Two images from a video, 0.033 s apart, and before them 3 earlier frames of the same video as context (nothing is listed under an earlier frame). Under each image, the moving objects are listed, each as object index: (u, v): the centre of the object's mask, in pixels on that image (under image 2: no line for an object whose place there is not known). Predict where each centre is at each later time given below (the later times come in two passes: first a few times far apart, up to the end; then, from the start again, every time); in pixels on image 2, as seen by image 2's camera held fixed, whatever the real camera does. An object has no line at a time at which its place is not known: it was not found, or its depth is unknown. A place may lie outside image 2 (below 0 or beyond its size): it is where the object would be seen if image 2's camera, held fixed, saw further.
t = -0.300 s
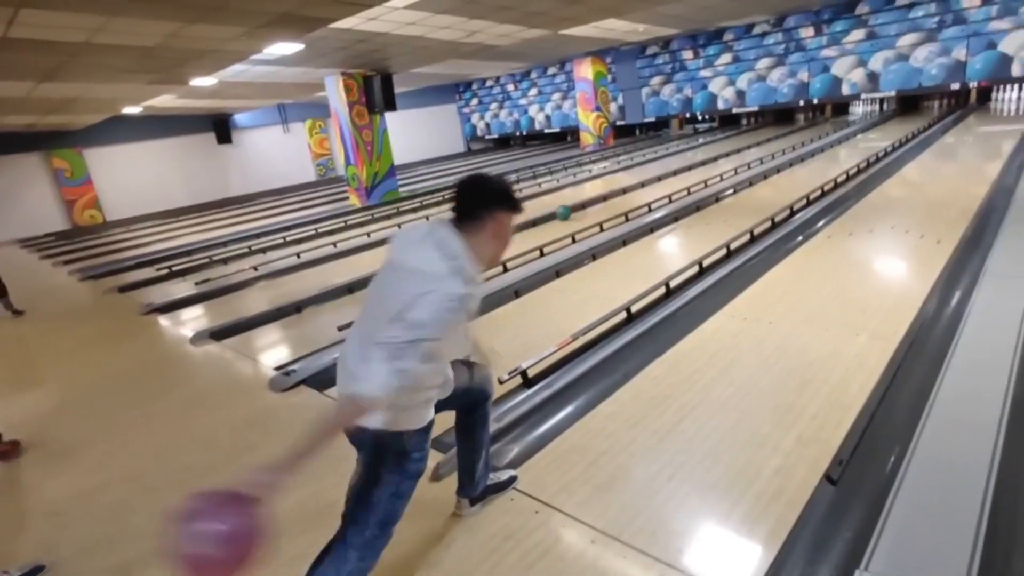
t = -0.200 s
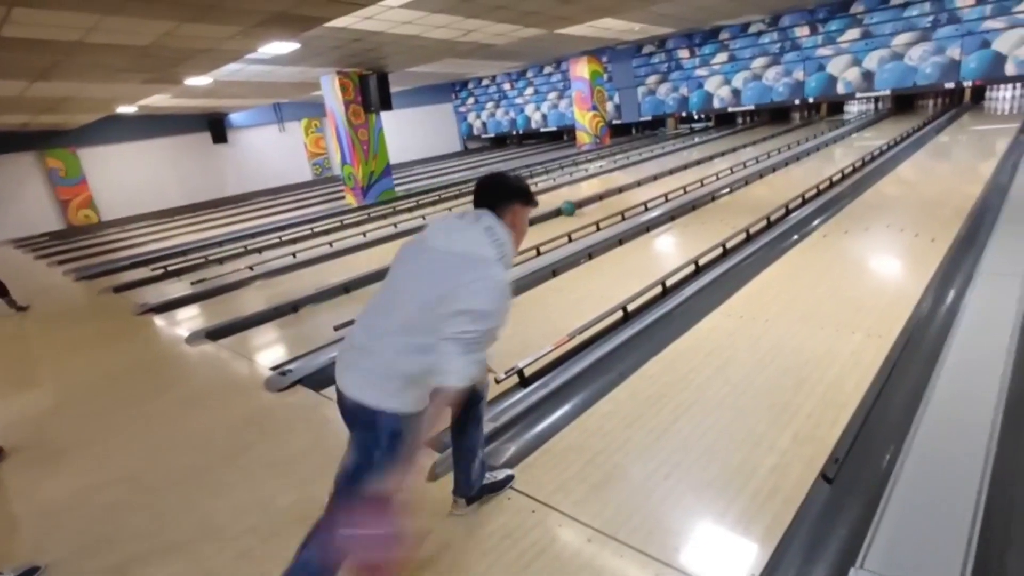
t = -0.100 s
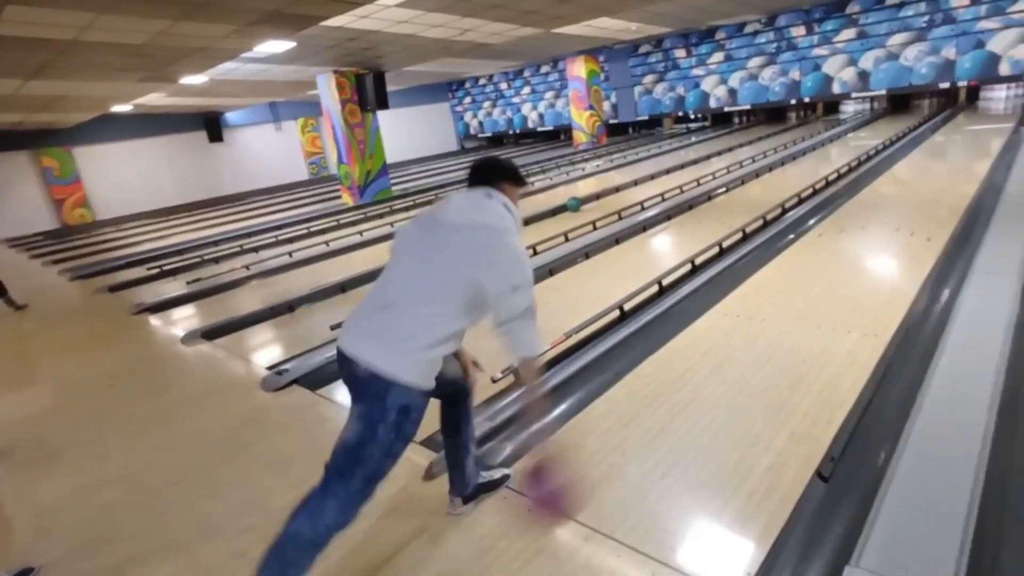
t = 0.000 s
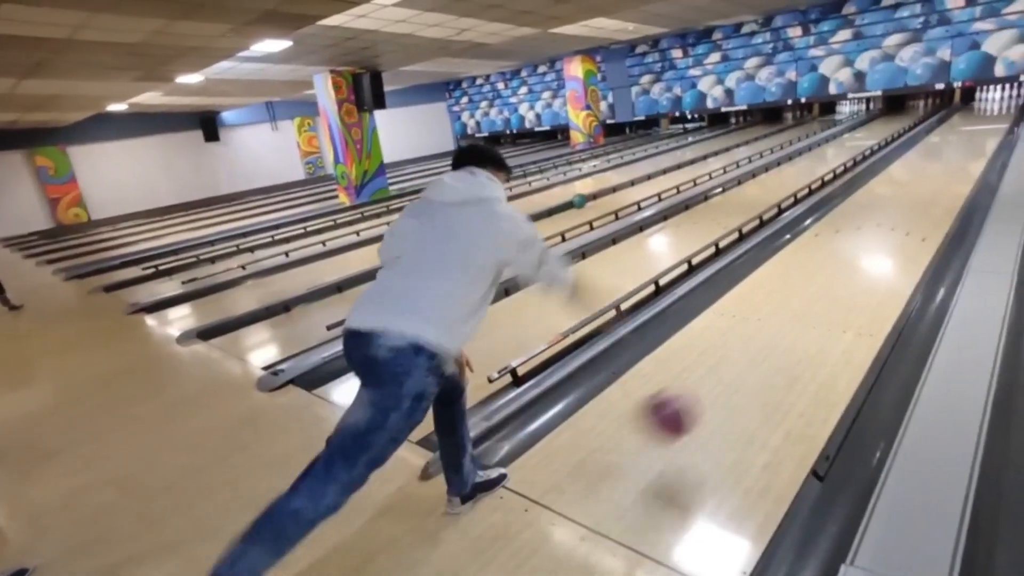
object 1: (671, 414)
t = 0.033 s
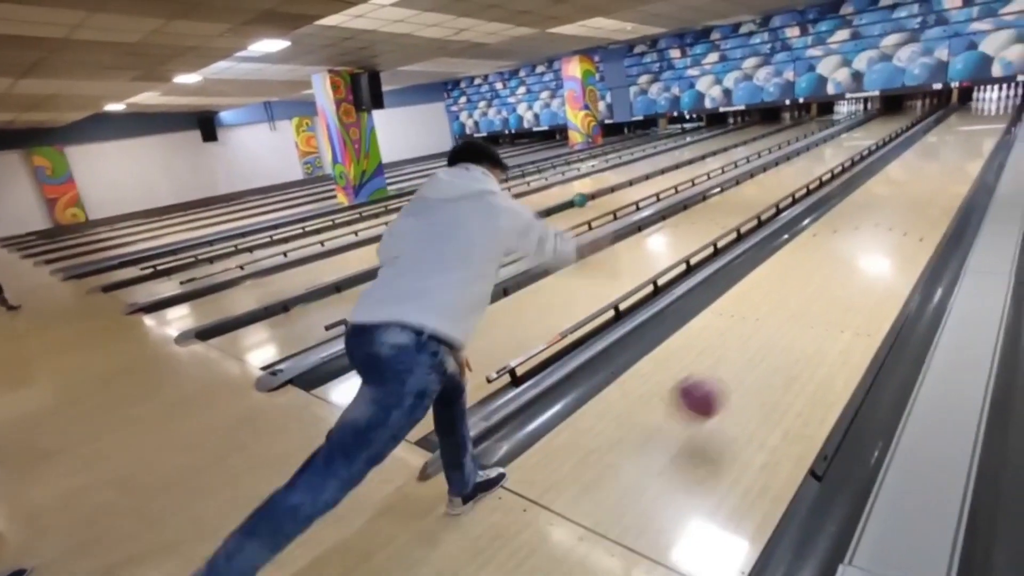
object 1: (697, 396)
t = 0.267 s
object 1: (829, 293)
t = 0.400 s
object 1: (871, 252)
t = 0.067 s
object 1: (723, 386)
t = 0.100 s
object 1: (746, 371)
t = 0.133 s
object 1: (766, 352)
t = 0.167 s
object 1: (784, 335)
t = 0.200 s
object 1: (800, 319)
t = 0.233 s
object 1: (815, 305)
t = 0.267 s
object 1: (829, 293)
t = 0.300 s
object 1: (841, 280)
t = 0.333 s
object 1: (851, 271)
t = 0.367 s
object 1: (861, 261)
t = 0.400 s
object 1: (871, 252)
